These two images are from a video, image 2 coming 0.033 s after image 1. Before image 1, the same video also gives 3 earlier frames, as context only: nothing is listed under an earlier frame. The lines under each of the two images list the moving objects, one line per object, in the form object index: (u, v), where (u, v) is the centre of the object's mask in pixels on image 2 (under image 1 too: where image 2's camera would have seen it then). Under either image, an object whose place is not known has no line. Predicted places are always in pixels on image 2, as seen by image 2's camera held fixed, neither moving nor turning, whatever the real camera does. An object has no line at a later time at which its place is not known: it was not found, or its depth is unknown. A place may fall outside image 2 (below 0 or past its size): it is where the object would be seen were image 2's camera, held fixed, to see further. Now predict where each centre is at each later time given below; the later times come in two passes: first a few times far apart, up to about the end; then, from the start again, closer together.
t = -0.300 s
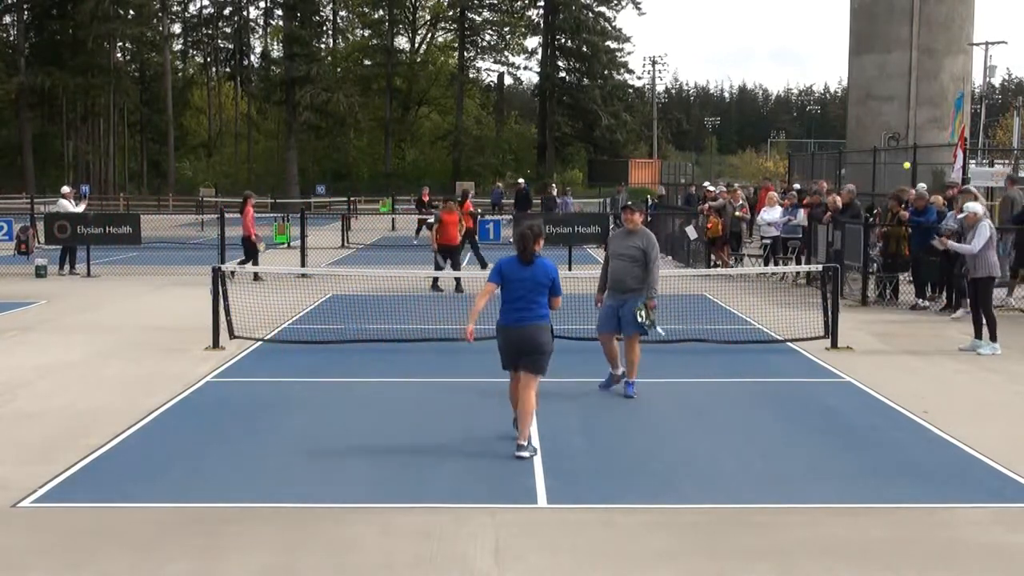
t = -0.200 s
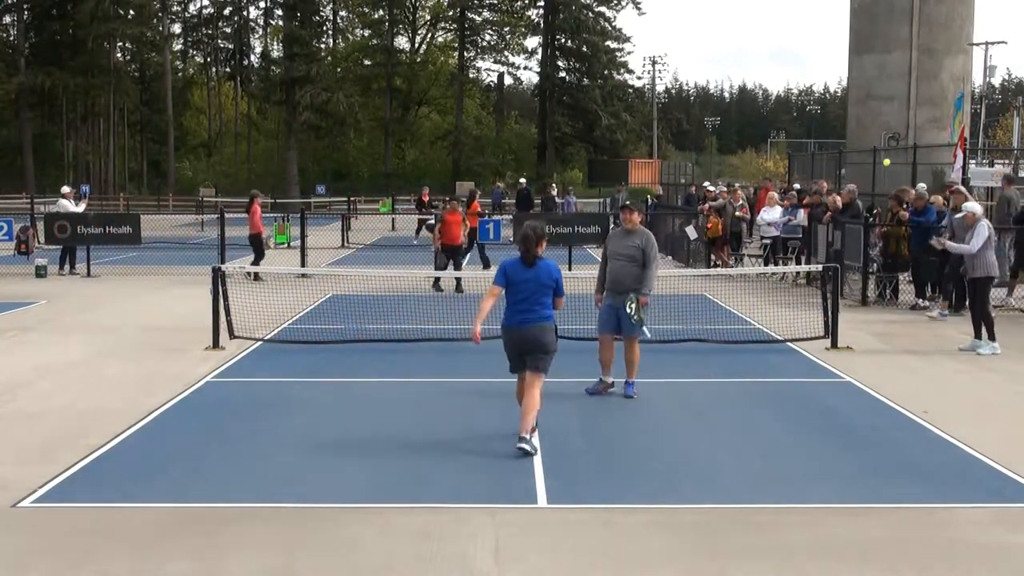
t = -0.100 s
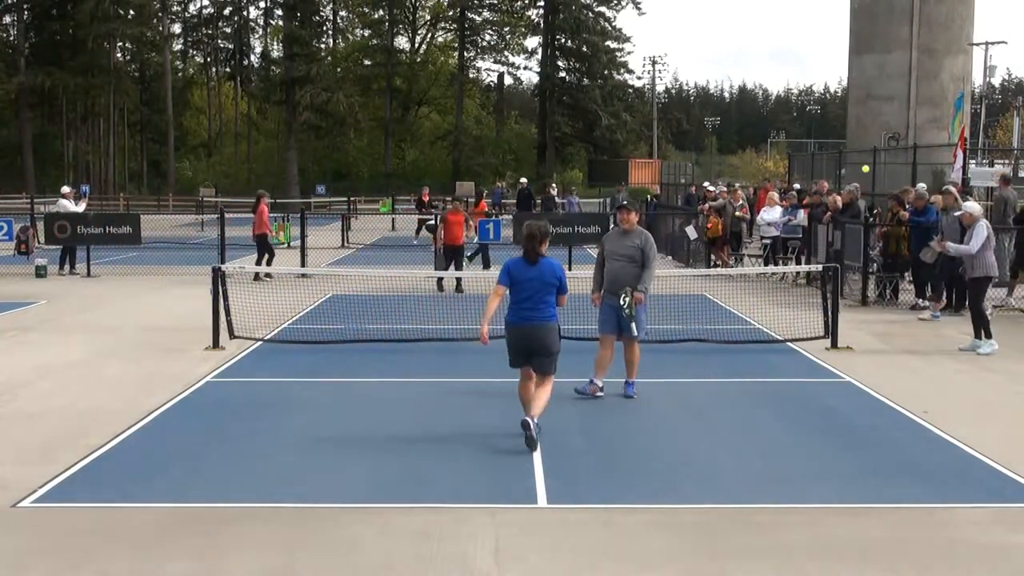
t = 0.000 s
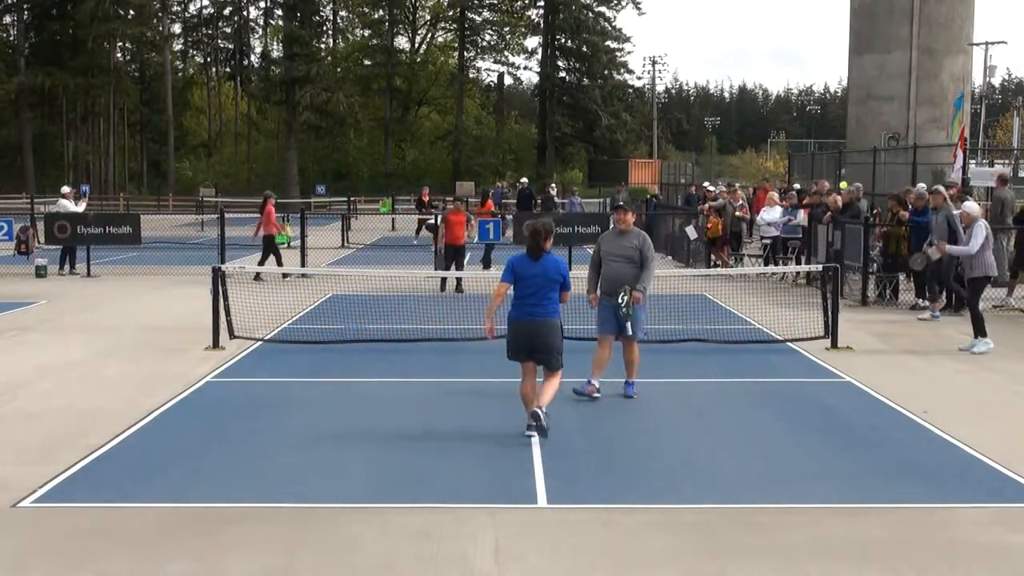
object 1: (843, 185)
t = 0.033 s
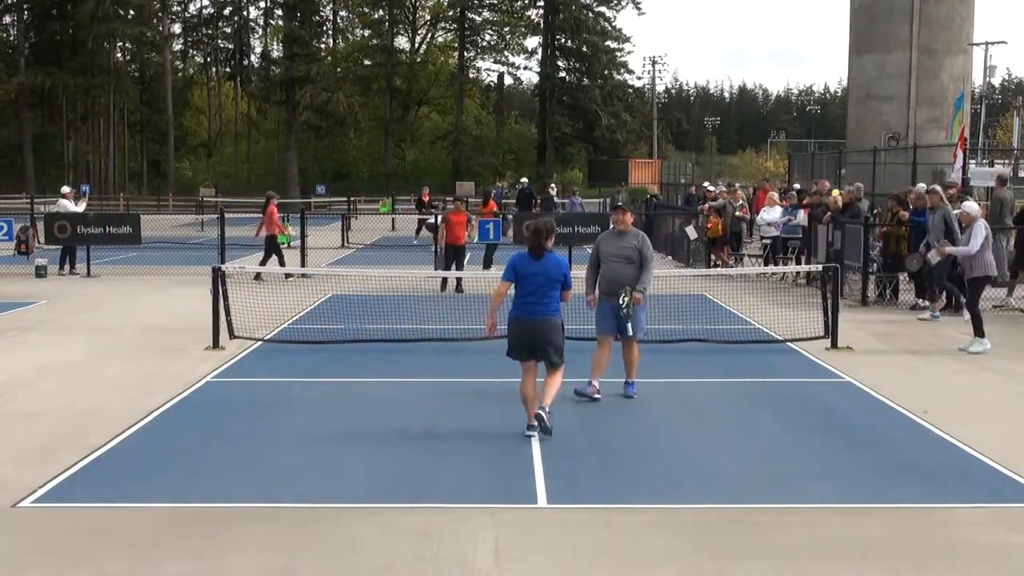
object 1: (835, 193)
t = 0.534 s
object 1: (723, 335)
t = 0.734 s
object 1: (696, 297)
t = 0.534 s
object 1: (723, 335)
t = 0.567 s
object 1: (720, 326)
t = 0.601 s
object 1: (715, 319)
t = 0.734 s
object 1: (696, 297)
